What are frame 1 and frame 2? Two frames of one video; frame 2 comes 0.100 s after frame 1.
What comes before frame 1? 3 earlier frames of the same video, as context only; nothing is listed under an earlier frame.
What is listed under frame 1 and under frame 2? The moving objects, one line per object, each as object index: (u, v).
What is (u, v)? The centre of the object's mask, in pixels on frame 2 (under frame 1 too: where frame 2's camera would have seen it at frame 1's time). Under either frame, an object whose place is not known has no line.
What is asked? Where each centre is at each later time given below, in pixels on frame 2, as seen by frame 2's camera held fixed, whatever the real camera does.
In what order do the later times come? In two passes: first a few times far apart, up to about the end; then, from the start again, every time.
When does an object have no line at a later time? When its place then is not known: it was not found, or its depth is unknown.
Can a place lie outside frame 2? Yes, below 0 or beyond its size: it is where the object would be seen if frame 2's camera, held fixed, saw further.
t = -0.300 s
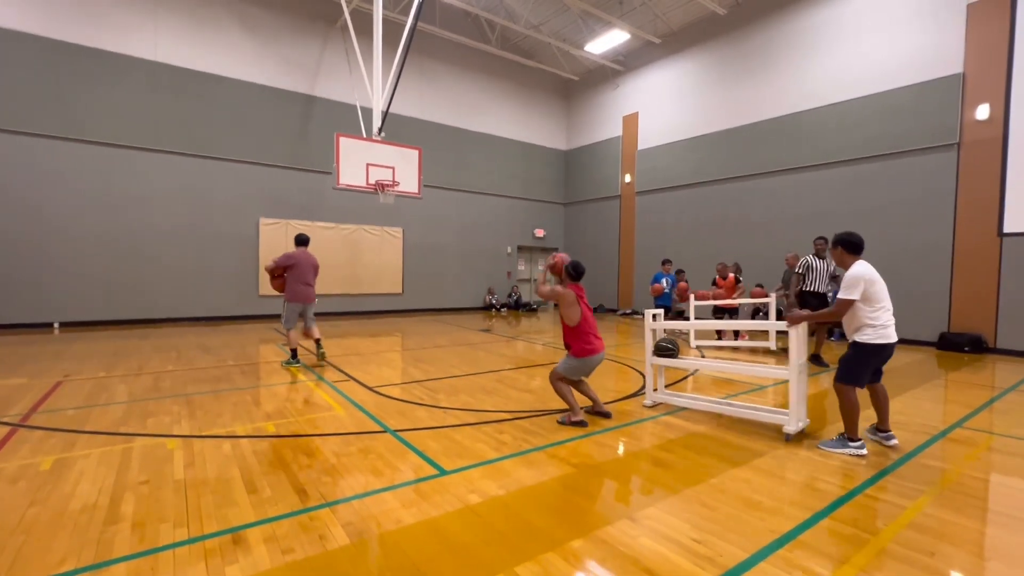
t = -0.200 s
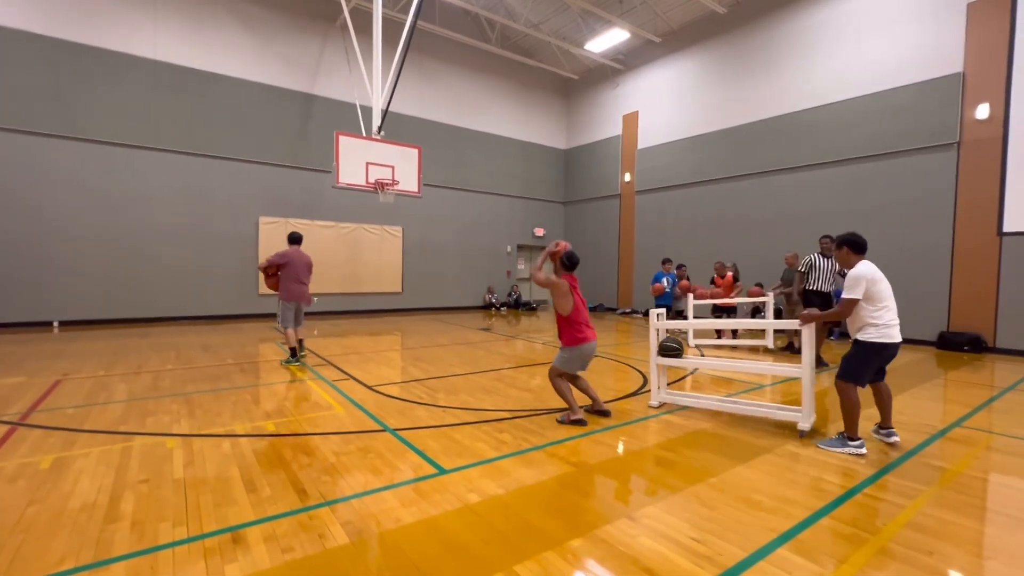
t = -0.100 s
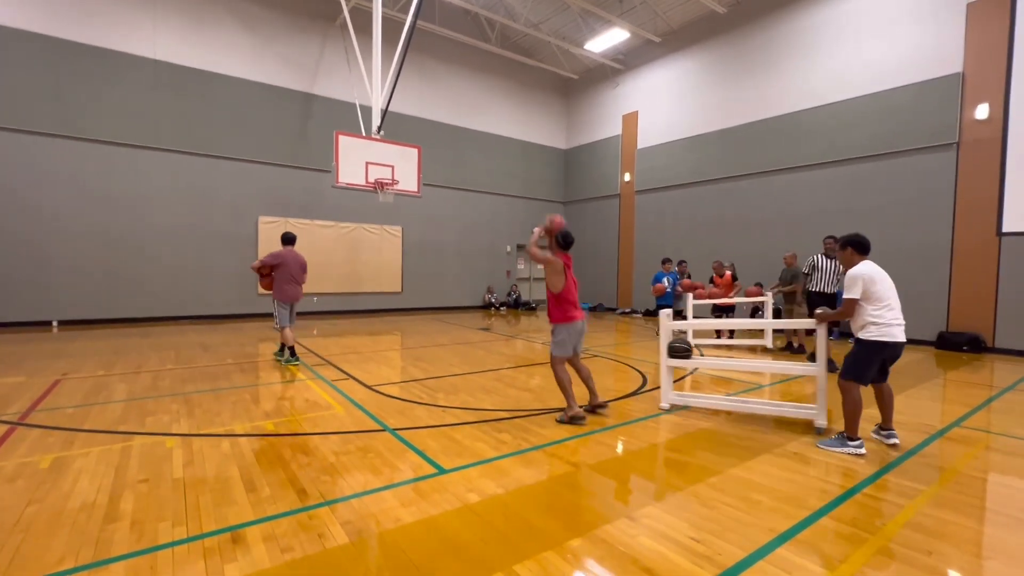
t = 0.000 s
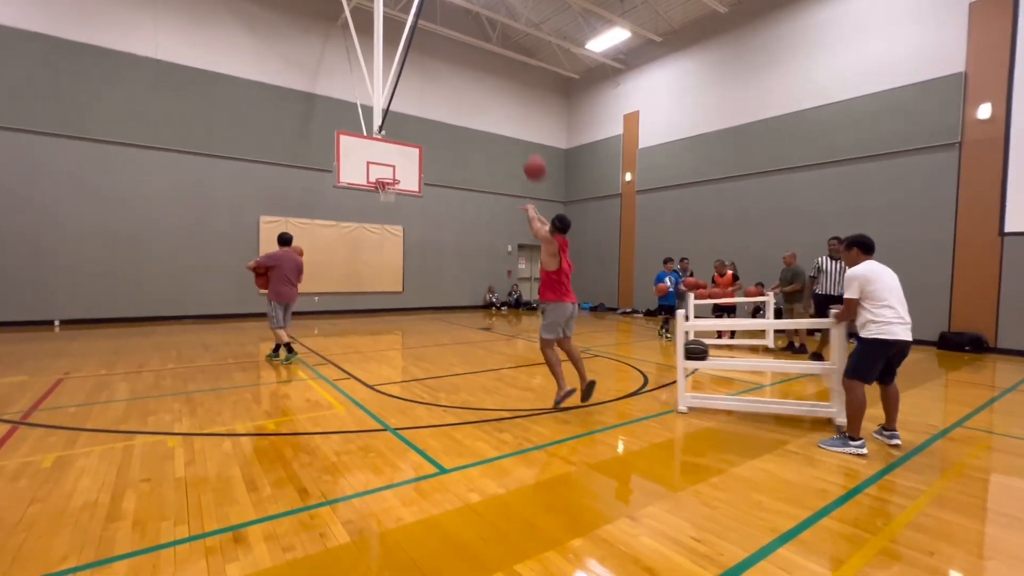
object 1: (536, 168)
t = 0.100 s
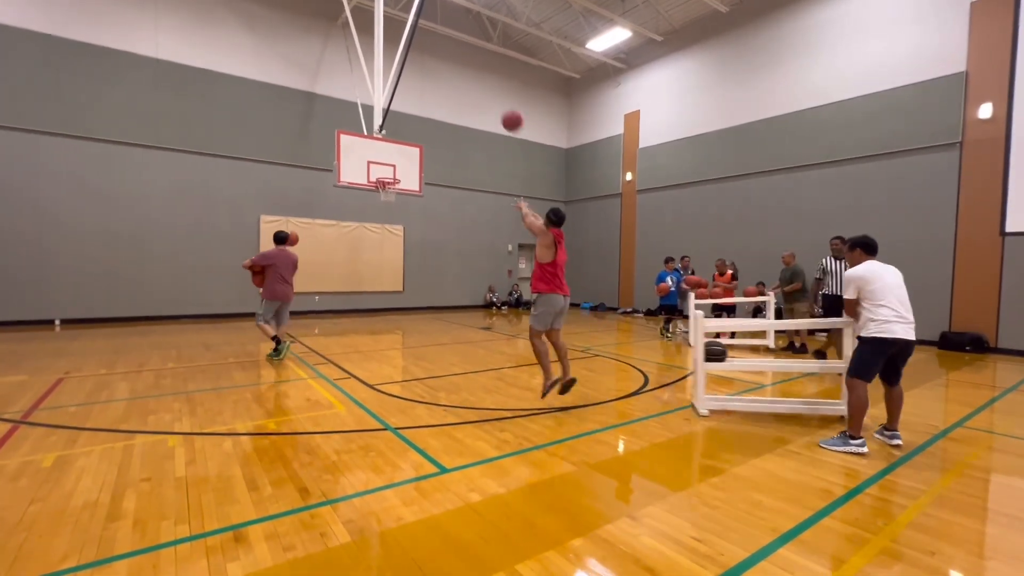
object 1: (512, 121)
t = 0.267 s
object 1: (479, 72)
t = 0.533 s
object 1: (439, 54)
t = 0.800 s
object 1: (410, 82)
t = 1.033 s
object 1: (390, 131)
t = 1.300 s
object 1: (387, 158)
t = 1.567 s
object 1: (410, 136)
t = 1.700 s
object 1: (421, 136)
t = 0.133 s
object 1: (504, 109)
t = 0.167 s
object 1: (498, 97)
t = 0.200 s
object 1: (491, 88)
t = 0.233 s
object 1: (485, 79)
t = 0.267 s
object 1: (479, 72)
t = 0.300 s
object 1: (474, 67)
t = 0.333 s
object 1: (468, 62)
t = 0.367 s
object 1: (462, 58)
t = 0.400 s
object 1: (458, 56)
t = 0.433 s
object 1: (453, 54)
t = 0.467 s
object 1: (448, 54)
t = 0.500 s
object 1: (444, 53)
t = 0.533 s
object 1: (439, 54)
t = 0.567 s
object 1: (435, 55)
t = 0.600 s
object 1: (431, 57)
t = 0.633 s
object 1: (427, 60)
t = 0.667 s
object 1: (423, 64)
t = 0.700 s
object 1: (420, 67)
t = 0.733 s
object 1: (417, 71)
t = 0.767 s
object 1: (413, 76)
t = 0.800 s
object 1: (410, 82)
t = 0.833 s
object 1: (406, 87)
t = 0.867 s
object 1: (403, 94)
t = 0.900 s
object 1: (400, 100)
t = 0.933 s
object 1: (398, 108)
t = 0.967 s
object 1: (395, 116)
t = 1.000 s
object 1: (392, 124)
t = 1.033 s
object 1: (390, 131)
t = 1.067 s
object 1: (387, 140)
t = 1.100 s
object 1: (384, 149)
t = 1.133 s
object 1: (382, 158)
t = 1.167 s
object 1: (380, 167)
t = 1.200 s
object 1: (378, 174)
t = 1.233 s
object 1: (381, 168)
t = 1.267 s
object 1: (384, 163)
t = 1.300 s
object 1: (387, 158)
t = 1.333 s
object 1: (390, 153)
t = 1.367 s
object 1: (393, 149)
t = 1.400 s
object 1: (396, 147)
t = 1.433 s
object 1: (399, 145)
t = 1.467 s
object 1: (402, 142)
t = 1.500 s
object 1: (404, 139)
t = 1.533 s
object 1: (407, 138)
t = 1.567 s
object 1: (410, 136)
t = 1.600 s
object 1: (413, 136)
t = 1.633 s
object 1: (415, 135)
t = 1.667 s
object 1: (418, 136)
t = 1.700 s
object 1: (421, 136)
